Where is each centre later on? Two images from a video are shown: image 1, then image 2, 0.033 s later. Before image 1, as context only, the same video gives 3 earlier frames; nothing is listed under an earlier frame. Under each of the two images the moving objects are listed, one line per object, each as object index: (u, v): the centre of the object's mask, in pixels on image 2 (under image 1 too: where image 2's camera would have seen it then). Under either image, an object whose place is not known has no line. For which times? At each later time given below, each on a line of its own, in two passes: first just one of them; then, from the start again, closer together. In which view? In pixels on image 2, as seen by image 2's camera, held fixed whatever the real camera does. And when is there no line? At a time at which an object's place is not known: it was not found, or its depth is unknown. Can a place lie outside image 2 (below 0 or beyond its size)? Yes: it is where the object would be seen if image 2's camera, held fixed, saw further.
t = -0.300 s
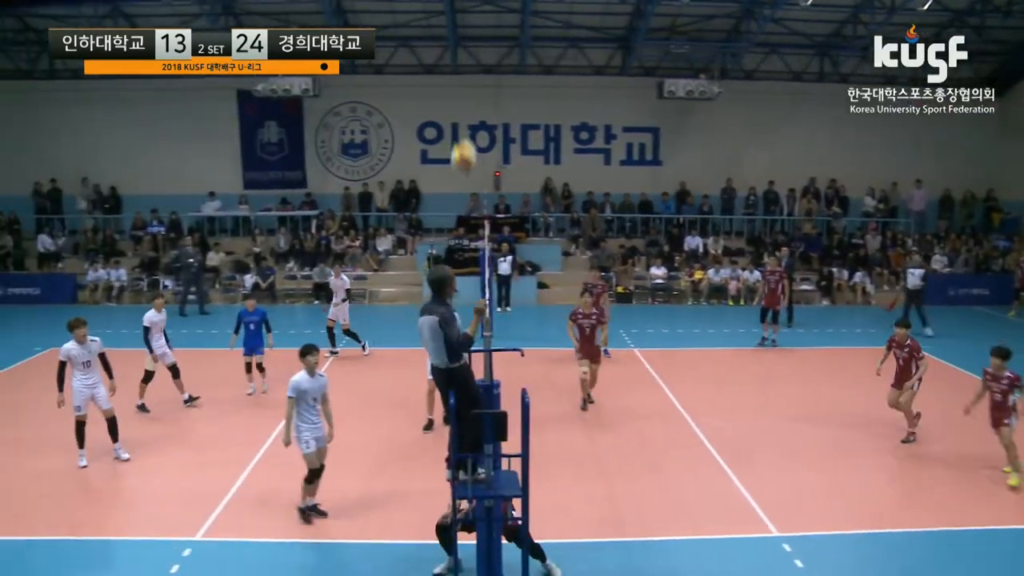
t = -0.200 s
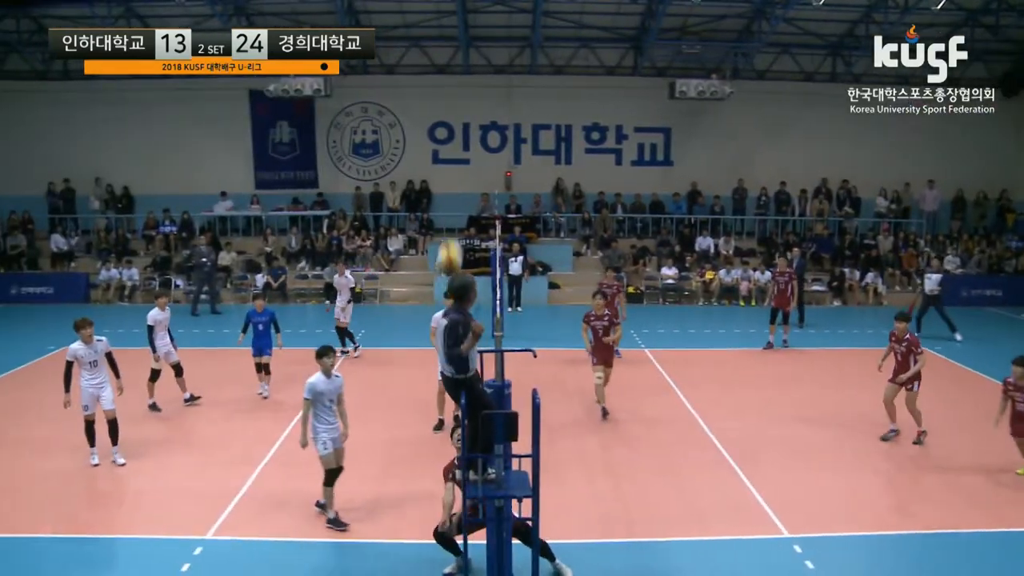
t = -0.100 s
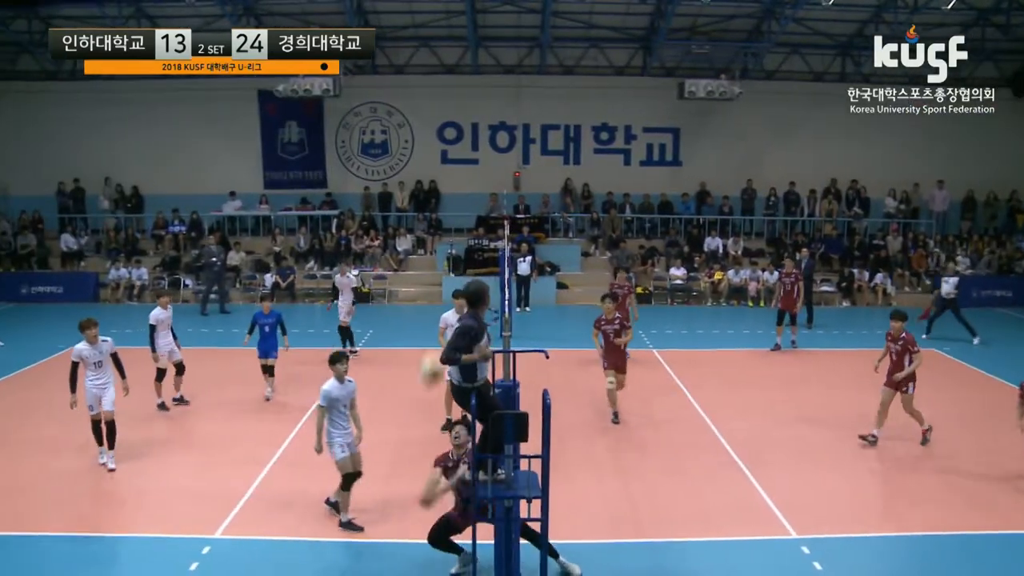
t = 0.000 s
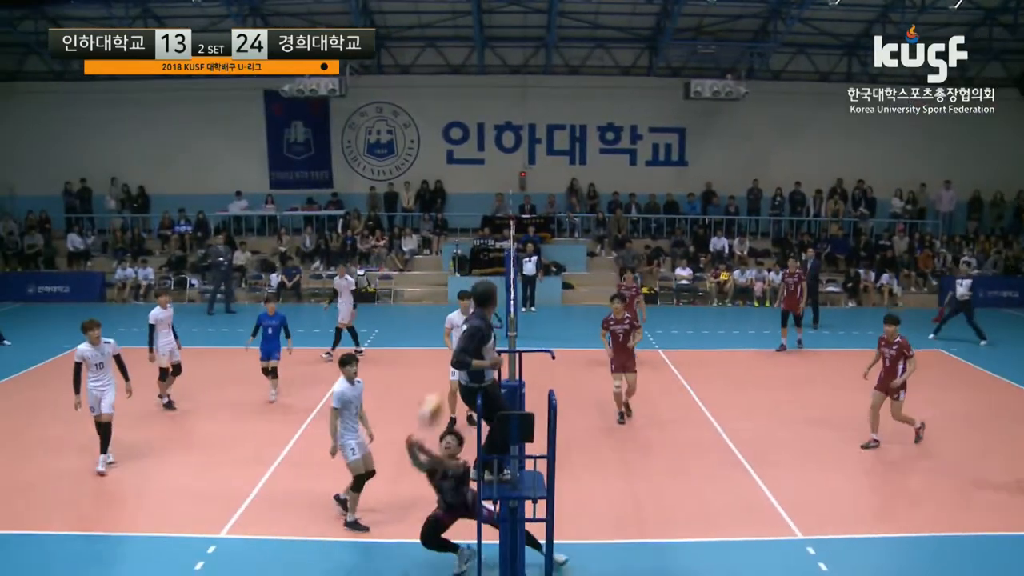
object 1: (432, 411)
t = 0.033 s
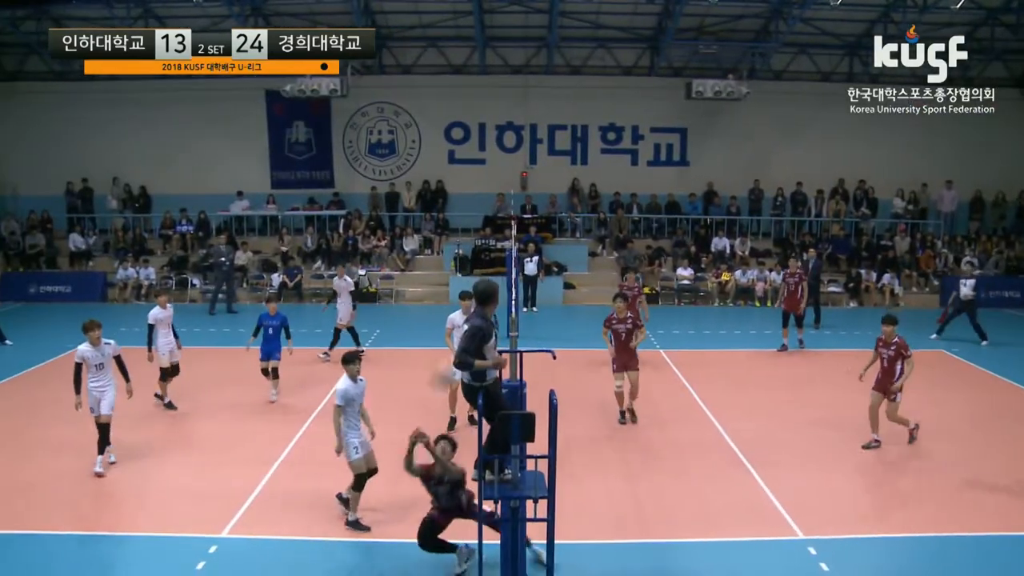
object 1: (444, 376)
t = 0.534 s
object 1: (594, 56)
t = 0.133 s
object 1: (478, 265)
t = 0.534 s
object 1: (594, 56)
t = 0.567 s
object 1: (602, 49)
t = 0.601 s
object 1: (609, 43)
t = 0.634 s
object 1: (616, 38)
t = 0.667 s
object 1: (623, 35)
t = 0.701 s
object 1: (630, 33)
